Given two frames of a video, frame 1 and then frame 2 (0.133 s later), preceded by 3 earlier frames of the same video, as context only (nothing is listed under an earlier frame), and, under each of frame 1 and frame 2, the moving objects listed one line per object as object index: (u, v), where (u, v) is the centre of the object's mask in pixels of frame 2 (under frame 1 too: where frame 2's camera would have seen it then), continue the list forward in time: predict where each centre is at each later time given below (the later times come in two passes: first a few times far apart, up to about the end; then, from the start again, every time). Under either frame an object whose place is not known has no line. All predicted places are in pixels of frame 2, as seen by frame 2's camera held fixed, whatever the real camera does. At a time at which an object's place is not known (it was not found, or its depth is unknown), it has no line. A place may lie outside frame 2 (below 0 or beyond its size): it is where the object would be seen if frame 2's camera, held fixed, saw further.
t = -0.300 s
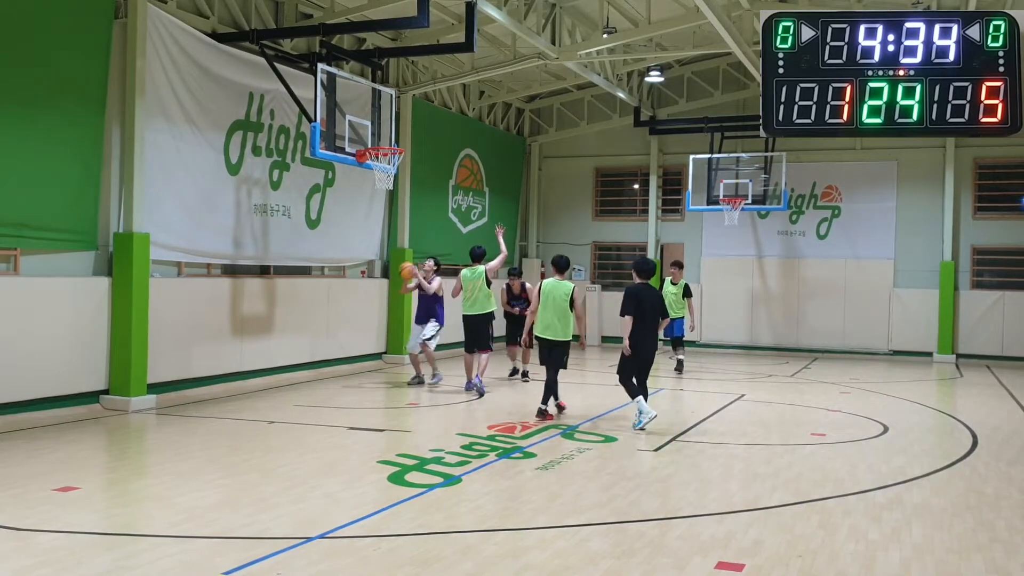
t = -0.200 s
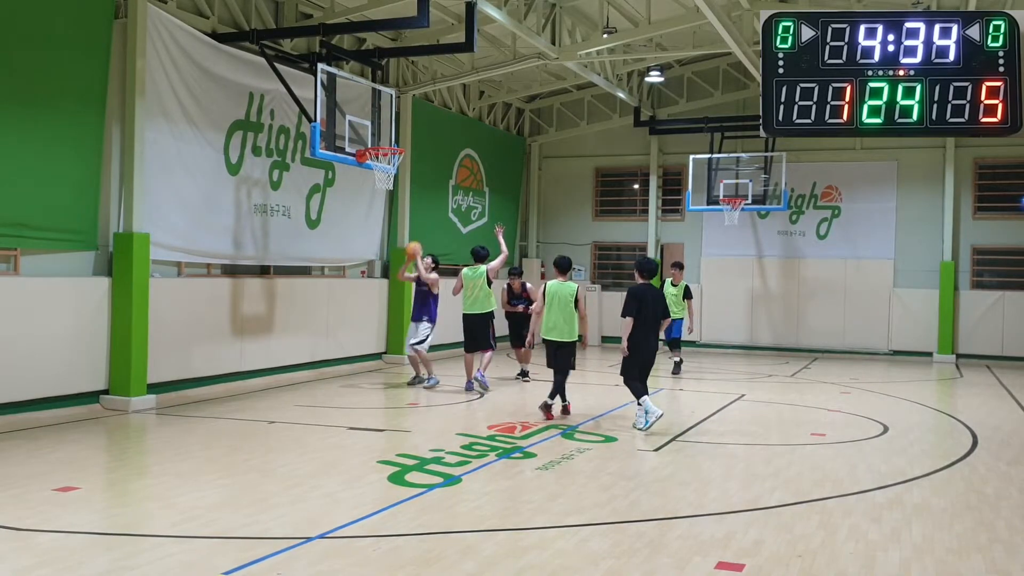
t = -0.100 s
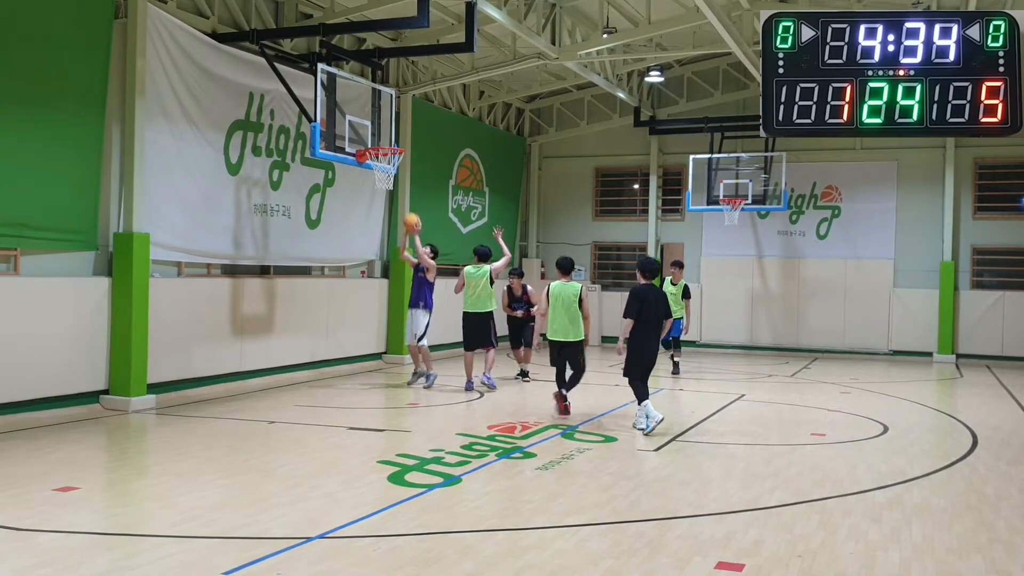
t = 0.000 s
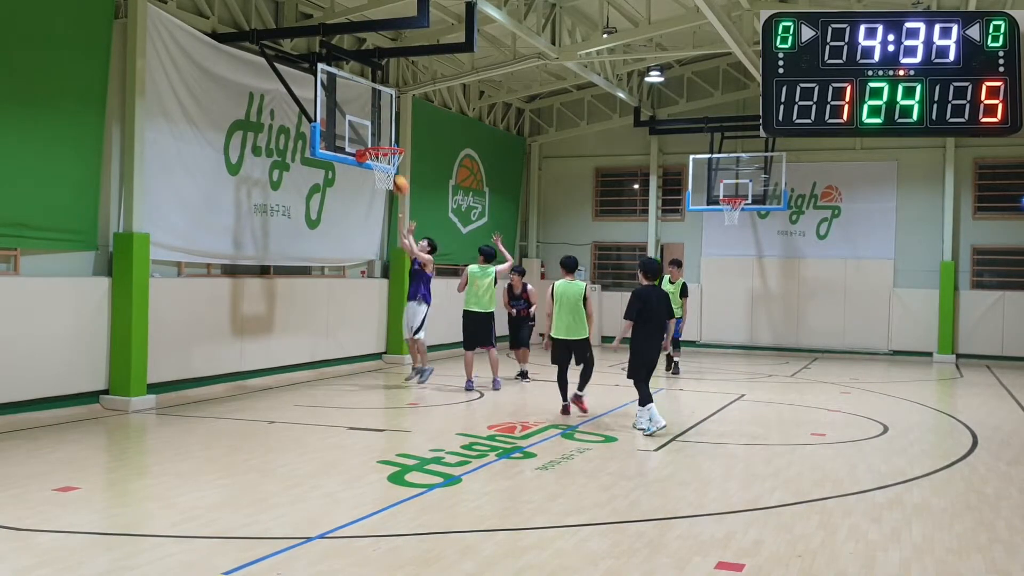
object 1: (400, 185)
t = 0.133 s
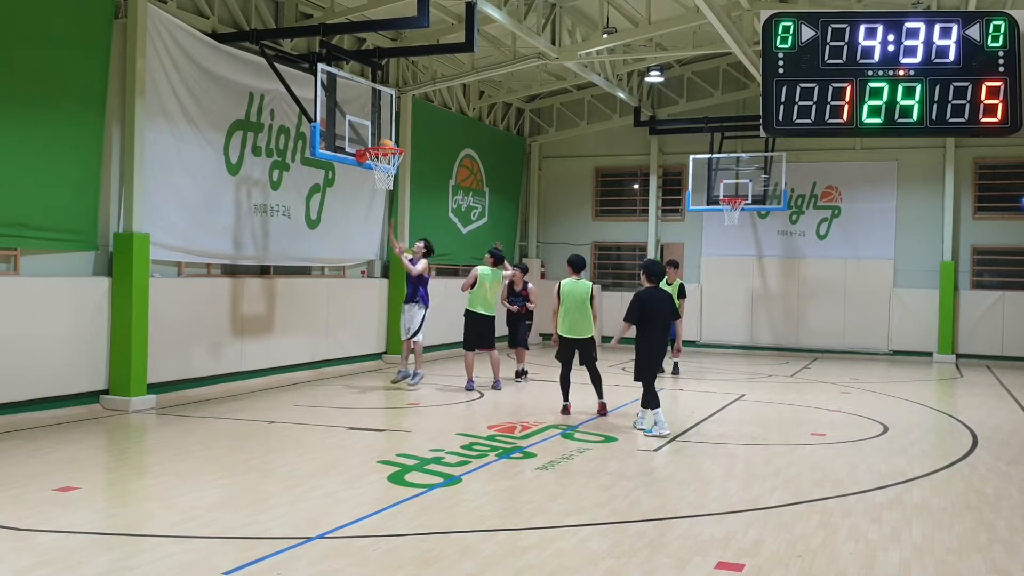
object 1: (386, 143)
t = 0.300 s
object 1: (391, 136)
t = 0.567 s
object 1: (386, 150)
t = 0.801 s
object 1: (367, 175)
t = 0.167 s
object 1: (387, 141)
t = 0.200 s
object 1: (388, 141)
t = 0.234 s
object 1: (389, 139)
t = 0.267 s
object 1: (390, 137)
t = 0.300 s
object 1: (391, 136)
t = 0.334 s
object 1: (392, 136)
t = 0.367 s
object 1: (393, 137)
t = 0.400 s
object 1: (394, 139)
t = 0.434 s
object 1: (396, 140)
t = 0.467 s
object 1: (396, 144)
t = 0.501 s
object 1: (393, 143)
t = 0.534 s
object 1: (389, 147)
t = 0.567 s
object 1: (386, 150)
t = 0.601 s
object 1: (381, 156)
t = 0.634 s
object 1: (375, 160)
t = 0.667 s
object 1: (371, 163)
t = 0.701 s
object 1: (369, 165)
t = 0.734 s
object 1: (367, 166)
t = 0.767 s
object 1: (366, 167)
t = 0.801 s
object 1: (367, 175)
